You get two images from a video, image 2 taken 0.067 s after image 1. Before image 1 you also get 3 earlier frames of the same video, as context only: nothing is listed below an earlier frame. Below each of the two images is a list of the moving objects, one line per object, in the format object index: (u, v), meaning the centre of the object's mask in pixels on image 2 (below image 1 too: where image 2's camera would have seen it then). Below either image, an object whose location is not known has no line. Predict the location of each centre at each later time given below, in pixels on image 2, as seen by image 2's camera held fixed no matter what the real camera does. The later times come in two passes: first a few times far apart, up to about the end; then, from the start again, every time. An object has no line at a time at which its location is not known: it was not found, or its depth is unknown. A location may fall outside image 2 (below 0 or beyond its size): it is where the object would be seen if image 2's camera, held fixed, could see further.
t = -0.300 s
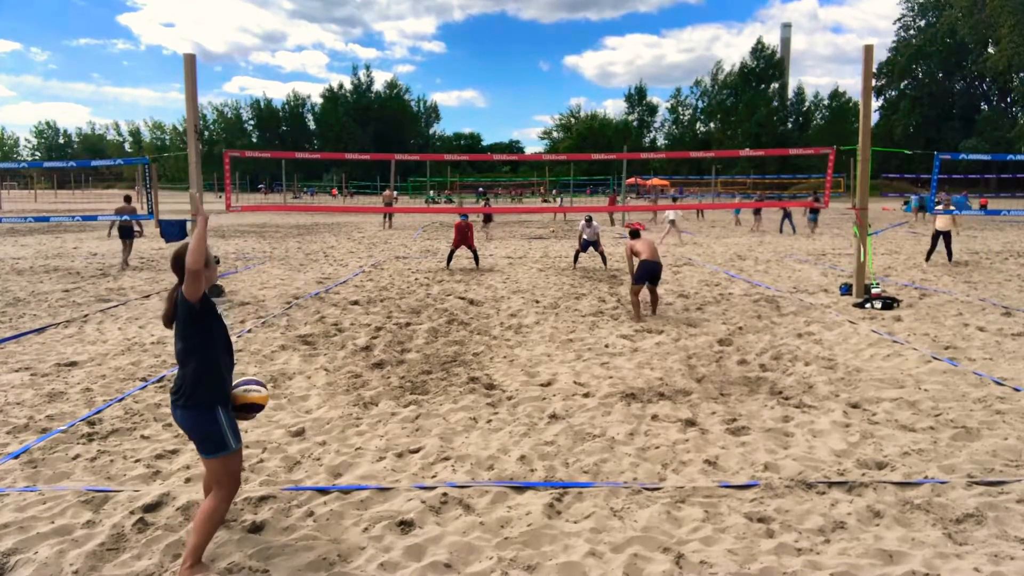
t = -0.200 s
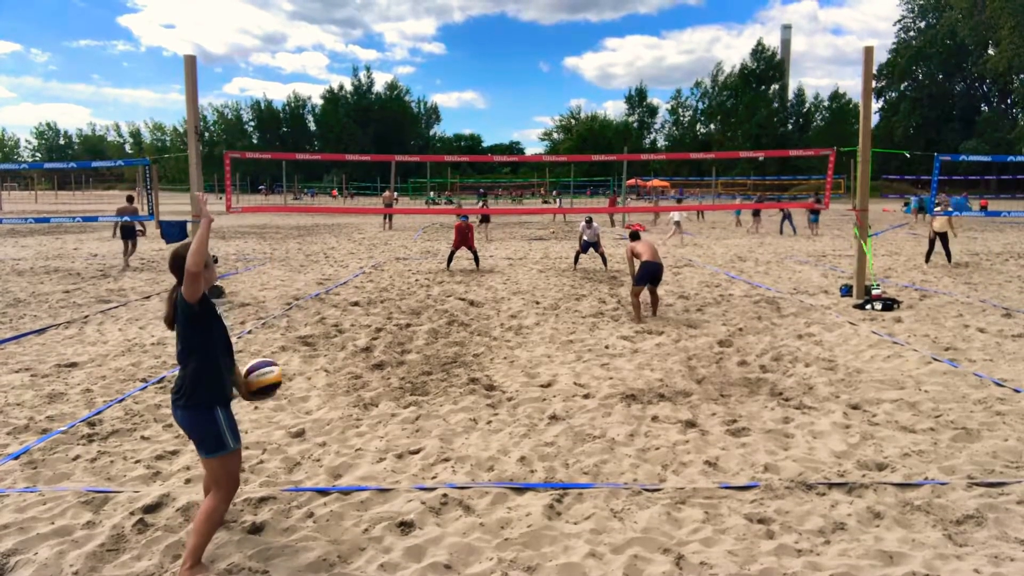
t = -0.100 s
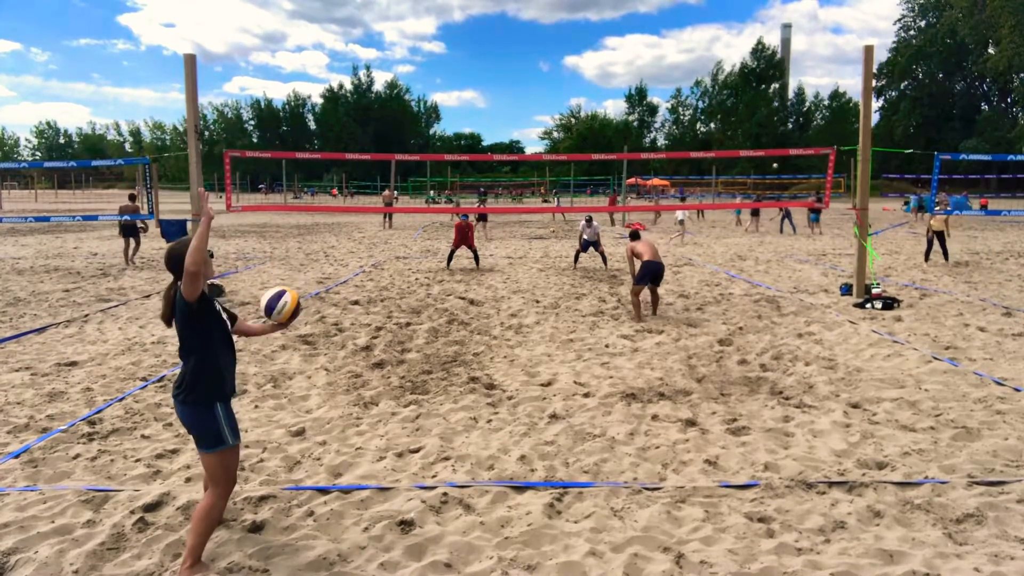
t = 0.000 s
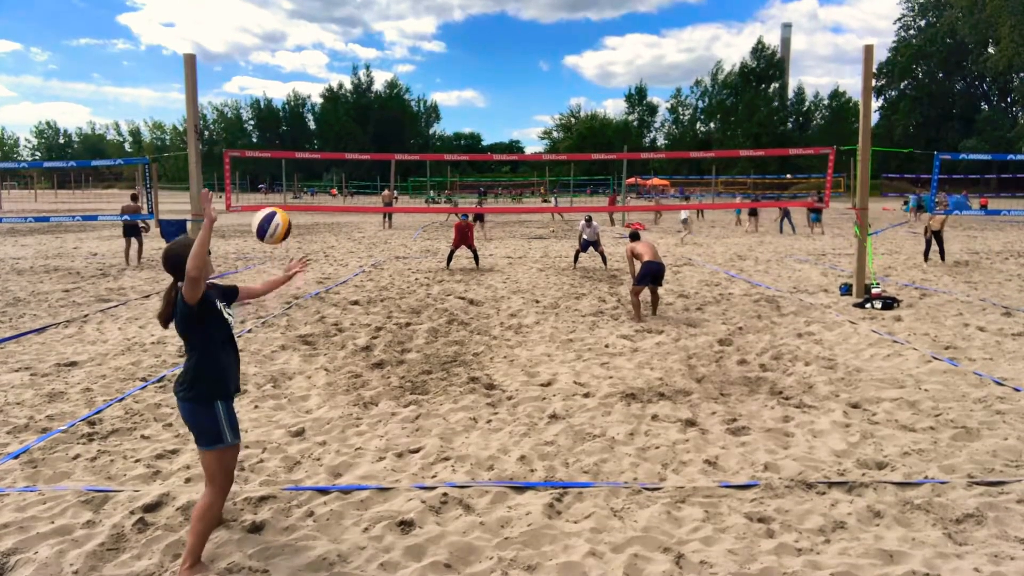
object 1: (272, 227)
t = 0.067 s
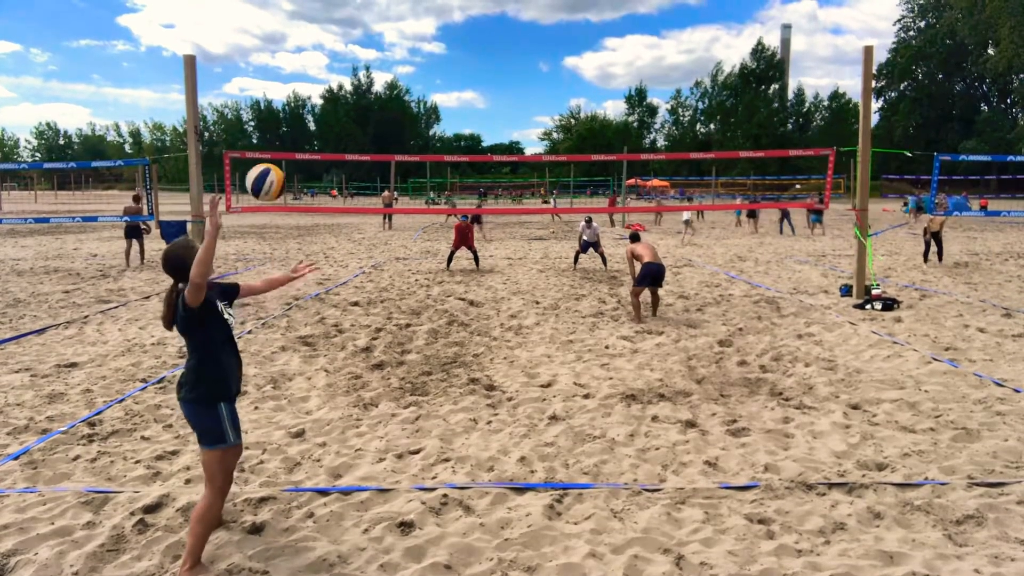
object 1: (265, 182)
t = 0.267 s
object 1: (253, 94)
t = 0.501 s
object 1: (243, 81)
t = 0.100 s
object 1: (262, 163)
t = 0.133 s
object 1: (260, 146)
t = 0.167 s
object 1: (257, 130)
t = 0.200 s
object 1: (255, 116)
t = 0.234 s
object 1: (254, 104)
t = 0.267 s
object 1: (253, 94)
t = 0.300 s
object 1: (251, 86)
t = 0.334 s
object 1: (249, 80)
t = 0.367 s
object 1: (248, 76)
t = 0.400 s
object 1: (246, 74)
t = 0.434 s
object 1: (245, 75)
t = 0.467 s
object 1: (244, 77)
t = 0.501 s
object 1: (243, 81)
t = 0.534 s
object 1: (243, 88)
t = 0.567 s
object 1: (242, 96)
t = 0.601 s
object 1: (241, 107)
